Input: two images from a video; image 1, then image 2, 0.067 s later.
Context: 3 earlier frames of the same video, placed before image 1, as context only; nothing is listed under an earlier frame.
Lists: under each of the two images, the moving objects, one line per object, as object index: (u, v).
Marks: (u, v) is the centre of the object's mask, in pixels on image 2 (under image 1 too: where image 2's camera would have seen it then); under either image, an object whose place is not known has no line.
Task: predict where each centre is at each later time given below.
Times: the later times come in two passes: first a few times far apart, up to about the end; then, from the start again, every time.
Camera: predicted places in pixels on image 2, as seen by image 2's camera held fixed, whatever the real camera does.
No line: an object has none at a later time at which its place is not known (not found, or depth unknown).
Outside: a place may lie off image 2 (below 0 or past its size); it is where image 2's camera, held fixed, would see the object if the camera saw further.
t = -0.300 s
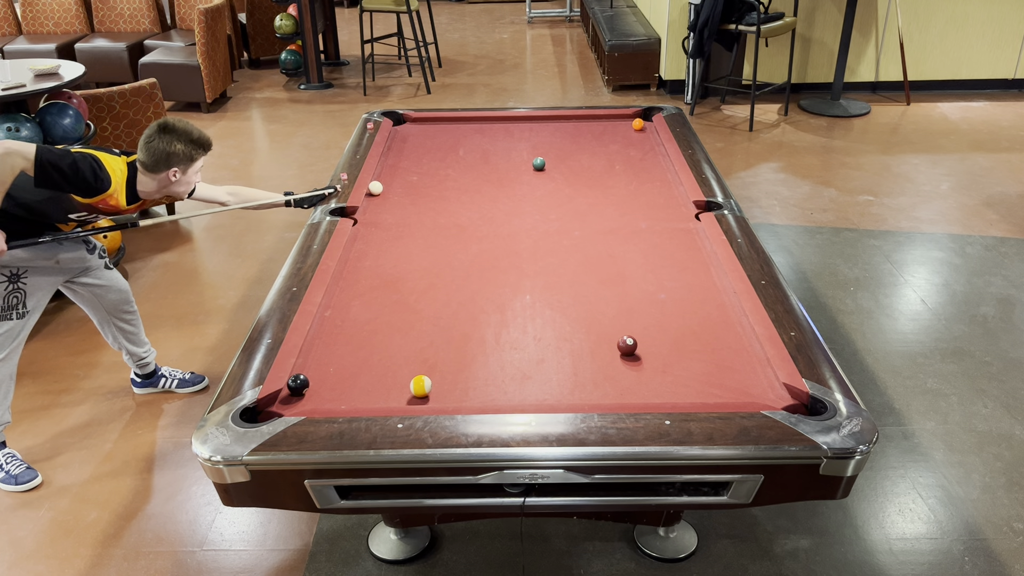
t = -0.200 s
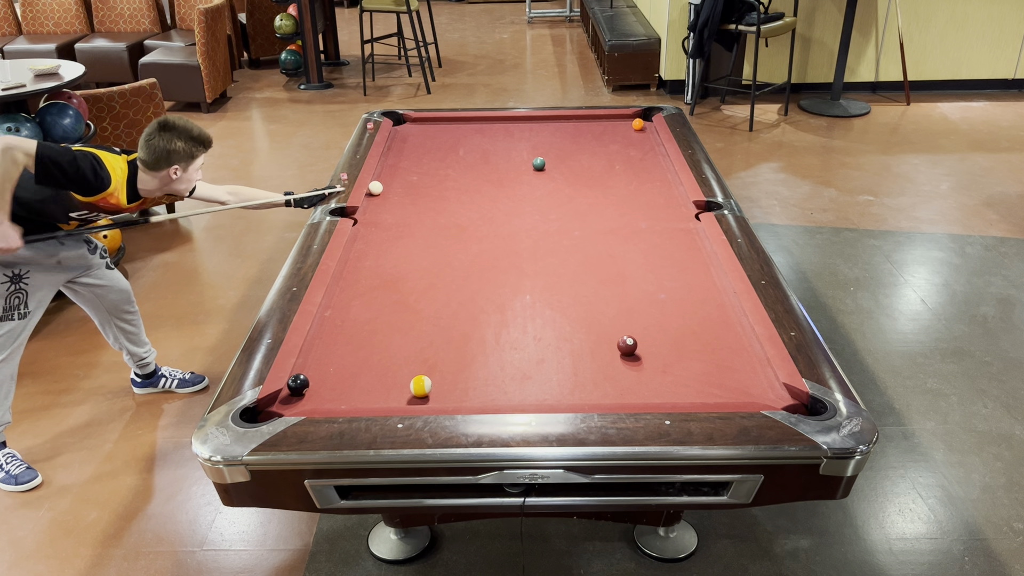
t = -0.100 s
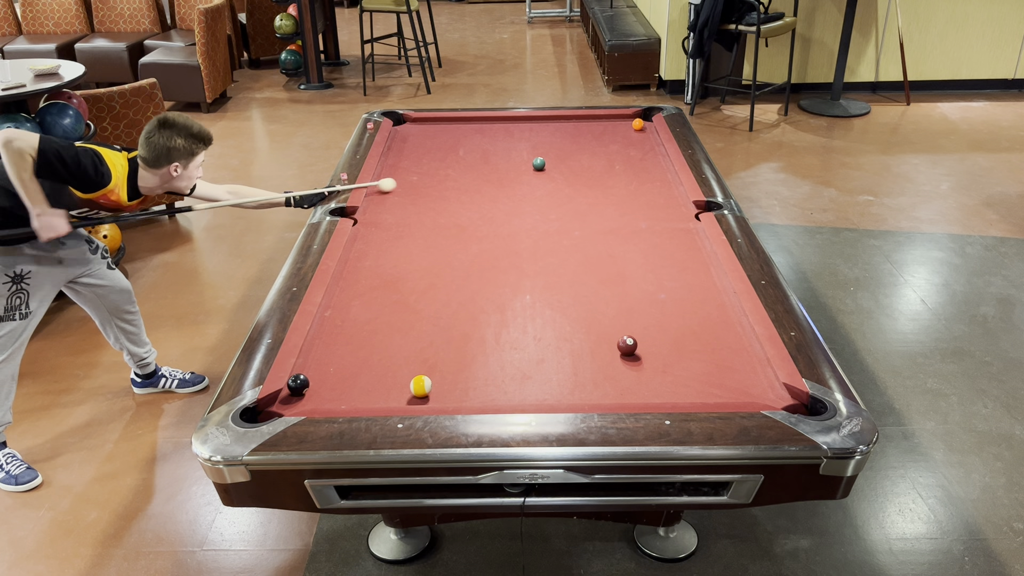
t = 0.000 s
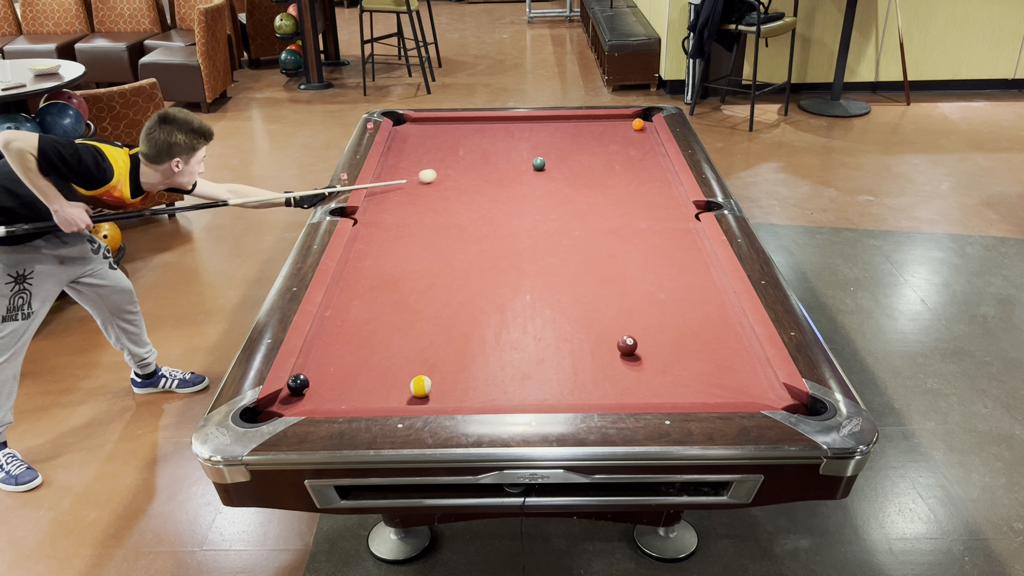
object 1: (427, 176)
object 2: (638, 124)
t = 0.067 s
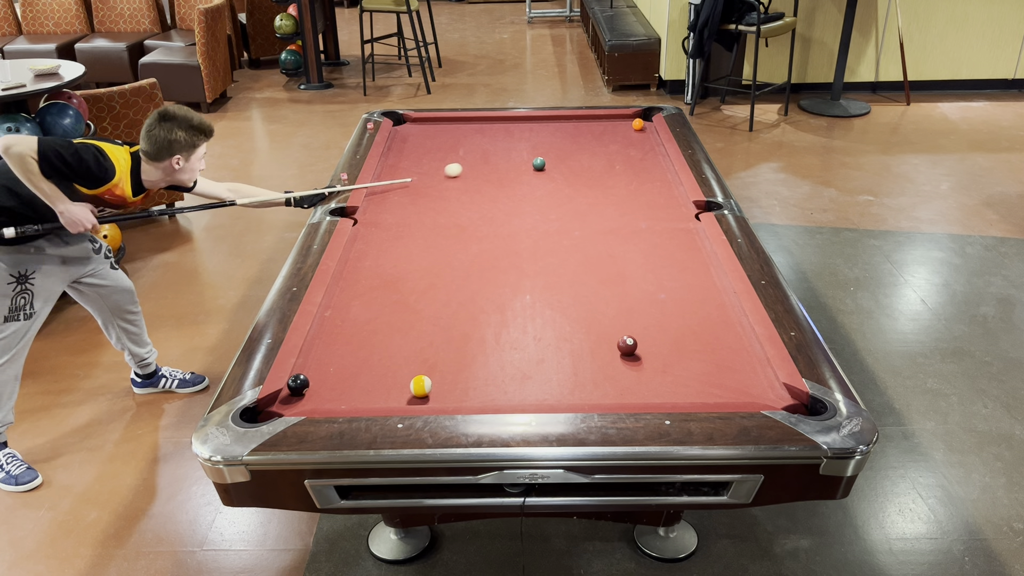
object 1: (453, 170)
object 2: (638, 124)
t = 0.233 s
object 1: (513, 156)
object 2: (638, 124)
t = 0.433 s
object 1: (580, 140)
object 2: (638, 124)
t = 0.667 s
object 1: (643, 128)
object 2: (644, 119)
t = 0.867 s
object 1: (634, 130)
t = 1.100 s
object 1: (612, 131)
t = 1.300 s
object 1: (595, 132)
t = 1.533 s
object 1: (575, 133)
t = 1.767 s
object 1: (557, 134)
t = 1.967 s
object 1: (542, 135)
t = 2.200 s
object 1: (525, 136)
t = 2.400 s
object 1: (511, 137)
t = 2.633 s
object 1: (496, 137)
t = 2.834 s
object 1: (484, 138)
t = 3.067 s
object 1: (470, 138)
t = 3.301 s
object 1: (458, 139)
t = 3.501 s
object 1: (448, 139)
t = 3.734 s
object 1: (437, 140)
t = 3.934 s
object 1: (429, 140)
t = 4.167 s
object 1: (420, 141)
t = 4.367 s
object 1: (413, 141)
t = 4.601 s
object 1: (406, 141)
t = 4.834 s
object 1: (400, 141)
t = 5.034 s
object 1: (396, 141)
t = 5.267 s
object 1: (392, 141)
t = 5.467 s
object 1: (394, 141)
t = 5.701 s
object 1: (395, 141)
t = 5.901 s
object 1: (395, 141)
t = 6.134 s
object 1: (395, 141)
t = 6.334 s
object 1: (395, 141)
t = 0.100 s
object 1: (465, 167)
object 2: (638, 124)
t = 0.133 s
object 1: (478, 164)
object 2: (638, 124)
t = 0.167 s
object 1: (490, 162)
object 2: (638, 124)
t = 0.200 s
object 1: (502, 159)
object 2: (638, 124)
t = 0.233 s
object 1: (513, 156)
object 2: (638, 124)
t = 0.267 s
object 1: (525, 153)
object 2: (638, 124)
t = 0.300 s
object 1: (536, 150)
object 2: (638, 124)
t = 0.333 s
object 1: (547, 148)
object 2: (638, 124)
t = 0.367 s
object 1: (558, 145)
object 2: (638, 124)
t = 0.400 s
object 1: (569, 143)
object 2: (638, 124)
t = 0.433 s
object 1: (580, 140)
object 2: (638, 124)
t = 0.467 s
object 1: (590, 138)
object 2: (638, 124)
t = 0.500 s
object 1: (600, 136)
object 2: (638, 124)
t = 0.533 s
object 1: (610, 133)
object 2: (638, 124)
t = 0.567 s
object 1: (620, 131)
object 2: (638, 124)
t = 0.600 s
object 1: (629, 129)
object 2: (639, 123)
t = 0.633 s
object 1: (637, 128)
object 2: (641, 120)
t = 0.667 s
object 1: (643, 128)
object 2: (644, 119)
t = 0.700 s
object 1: (649, 128)
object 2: (647, 117)
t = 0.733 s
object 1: (647, 129)
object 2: (649, 115)
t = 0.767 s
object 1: (643, 129)
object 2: (651, 114)
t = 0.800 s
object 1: (640, 129)
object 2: (653, 115)
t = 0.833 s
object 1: (637, 130)
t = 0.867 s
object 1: (634, 130)
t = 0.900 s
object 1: (631, 130)
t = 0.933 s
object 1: (627, 130)
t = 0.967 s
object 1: (624, 130)
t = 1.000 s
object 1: (621, 131)
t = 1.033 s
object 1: (618, 131)
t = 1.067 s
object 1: (615, 131)
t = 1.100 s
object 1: (612, 131)
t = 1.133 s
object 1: (609, 131)
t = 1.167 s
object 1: (606, 131)
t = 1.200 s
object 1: (604, 132)
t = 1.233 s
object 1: (601, 132)
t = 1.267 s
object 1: (598, 132)
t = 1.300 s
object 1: (595, 132)
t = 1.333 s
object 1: (592, 132)
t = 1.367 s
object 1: (589, 132)
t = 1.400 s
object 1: (586, 133)
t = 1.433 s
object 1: (584, 133)
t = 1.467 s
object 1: (581, 133)
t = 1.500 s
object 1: (578, 133)
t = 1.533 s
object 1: (575, 133)
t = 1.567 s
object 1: (573, 134)
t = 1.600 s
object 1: (570, 134)
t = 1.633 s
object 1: (567, 134)
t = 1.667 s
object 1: (565, 134)
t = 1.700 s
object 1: (562, 134)
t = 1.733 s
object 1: (559, 134)
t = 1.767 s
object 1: (557, 134)
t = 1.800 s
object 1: (554, 134)
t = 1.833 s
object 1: (552, 135)
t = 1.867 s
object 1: (549, 135)
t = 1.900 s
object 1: (547, 135)
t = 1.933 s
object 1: (544, 135)
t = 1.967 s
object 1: (542, 135)
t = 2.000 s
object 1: (539, 135)
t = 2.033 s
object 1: (537, 135)
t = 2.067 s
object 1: (534, 135)
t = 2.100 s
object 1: (532, 136)
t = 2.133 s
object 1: (529, 136)
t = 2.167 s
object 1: (527, 136)
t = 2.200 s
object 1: (525, 136)
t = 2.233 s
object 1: (522, 136)
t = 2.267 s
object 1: (520, 136)
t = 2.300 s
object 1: (518, 136)
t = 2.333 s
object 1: (515, 136)
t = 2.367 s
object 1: (513, 136)
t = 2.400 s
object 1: (511, 137)
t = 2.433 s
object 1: (509, 137)
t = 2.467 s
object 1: (506, 137)
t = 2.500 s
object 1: (504, 137)
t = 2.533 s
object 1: (502, 137)
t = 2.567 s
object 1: (500, 137)
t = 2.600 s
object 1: (498, 137)
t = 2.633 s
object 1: (496, 137)
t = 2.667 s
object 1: (494, 137)
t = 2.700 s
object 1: (492, 137)
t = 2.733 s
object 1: (490, 137)
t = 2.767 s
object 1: (488, 138)
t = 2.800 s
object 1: (486, 138)
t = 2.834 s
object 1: (484, 138)
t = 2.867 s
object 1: (482, 138)
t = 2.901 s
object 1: (480, 138)
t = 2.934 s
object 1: (478, 138)
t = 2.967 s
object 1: (476, 138)
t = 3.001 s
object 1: (474, 138)
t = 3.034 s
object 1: (472, 138)
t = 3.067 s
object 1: (470, 138)
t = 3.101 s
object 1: (468, 138)
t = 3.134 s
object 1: (467, 139)
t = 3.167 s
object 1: (465, 139)
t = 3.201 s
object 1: (463, 139)
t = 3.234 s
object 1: (461, 139)
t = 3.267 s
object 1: (460, 139)
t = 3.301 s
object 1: (458, 139)
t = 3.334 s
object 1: (456, 139)
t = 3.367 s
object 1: (454, 139)
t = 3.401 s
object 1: (453, 139)
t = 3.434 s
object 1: (451, 139)
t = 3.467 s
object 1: (450, 139)
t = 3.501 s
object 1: (448, 139)
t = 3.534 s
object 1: (446, 140)
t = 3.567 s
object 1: (445, 140)
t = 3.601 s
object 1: (443, 140)
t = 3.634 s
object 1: (442, 140)
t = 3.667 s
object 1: (440, 140)
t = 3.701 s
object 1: (439, 140)
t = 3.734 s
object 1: (437, 140)
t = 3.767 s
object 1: (436, 140)
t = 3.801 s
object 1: (435, 140)
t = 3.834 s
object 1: (433, 140)
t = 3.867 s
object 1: (431, 140)
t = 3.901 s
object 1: (430, 140)
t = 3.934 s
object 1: (429, 140)
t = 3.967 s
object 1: (427, 141)
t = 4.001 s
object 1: (426, 141)
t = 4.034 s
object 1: (425, 141)
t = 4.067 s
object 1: (424, 141)
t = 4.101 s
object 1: (422, 141)
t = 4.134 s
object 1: (421, 141)
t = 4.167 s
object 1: (420, 141)
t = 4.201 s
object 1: (419, 141)
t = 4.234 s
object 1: (418, 141)
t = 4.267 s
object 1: (417, 141)
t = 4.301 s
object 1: (415, 141)
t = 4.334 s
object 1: (414, 141)
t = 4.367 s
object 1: (413, 141)
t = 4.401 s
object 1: (412, 141)
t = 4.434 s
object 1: (411, 141)
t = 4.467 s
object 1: (410, 141)
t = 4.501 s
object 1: (409, 141)
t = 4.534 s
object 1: (408, 141)
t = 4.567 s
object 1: (407, 141)
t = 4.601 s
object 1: (406, 141)
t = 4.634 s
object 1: (405, 141)
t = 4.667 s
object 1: (404, 141)
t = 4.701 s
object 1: (403, 141)
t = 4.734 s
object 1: (402, 141)
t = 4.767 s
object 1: (402, 141)
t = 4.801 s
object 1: (401, 141)
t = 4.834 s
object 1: (400, 141)
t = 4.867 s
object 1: (399, 141)
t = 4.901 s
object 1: (399, 141)
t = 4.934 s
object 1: (398, 141)
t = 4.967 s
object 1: (397, 141)
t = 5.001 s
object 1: (396, 141)
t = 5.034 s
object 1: (396, 141)
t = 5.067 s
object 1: (395, 141)
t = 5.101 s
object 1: (394, 141)
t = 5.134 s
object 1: (394, 141)
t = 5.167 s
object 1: (393, 141)
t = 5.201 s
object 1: (393, 141)
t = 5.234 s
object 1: (392, 141)
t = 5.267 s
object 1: (392, 141)
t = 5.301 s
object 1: (393, 141)
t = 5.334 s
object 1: (393, 141)
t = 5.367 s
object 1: (393, 141)
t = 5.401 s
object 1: (393, 141)
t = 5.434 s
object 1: (393, 141)
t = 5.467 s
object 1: (394, 141)
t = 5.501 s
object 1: (394, 141)
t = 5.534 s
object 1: (394, 141)
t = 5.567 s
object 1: (394, 141)
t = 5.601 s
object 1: (394, 141)
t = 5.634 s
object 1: (394, 141)
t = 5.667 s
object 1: (395, 141)
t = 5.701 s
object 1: (395, 141)
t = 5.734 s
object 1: (395, 141)
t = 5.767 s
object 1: (395, 141)
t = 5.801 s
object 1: (395, 141)
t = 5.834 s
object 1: (395, 141)
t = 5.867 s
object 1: (395, 141)
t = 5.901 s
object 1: (395, 141)
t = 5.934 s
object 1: (395, 141)
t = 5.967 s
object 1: (395, 141)
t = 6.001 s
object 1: (395, 141)
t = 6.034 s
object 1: (395, 141)
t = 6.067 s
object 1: (395, 141)
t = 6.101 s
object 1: (395, 141)
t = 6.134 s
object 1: (395, 141)
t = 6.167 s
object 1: (395, 141)
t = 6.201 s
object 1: (395, 141)
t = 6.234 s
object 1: (395, 141)
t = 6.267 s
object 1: (395, 141)
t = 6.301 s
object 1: (395, 141)
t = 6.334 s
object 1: (395, 141)
